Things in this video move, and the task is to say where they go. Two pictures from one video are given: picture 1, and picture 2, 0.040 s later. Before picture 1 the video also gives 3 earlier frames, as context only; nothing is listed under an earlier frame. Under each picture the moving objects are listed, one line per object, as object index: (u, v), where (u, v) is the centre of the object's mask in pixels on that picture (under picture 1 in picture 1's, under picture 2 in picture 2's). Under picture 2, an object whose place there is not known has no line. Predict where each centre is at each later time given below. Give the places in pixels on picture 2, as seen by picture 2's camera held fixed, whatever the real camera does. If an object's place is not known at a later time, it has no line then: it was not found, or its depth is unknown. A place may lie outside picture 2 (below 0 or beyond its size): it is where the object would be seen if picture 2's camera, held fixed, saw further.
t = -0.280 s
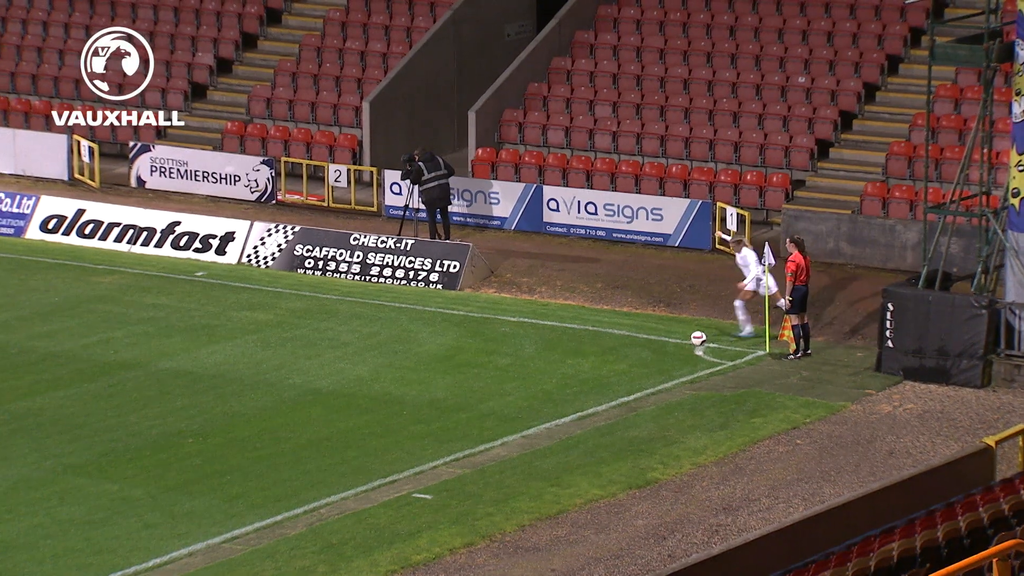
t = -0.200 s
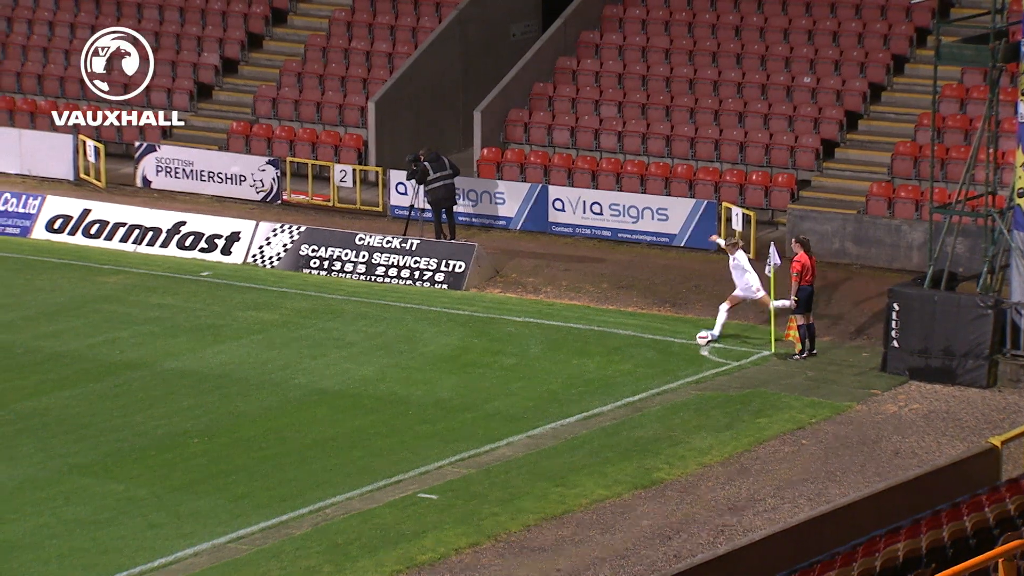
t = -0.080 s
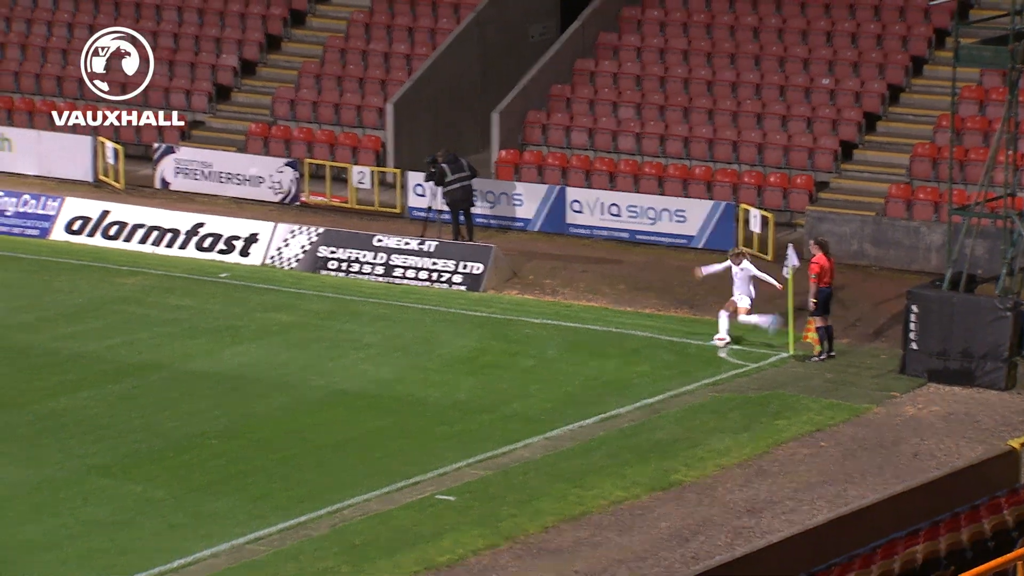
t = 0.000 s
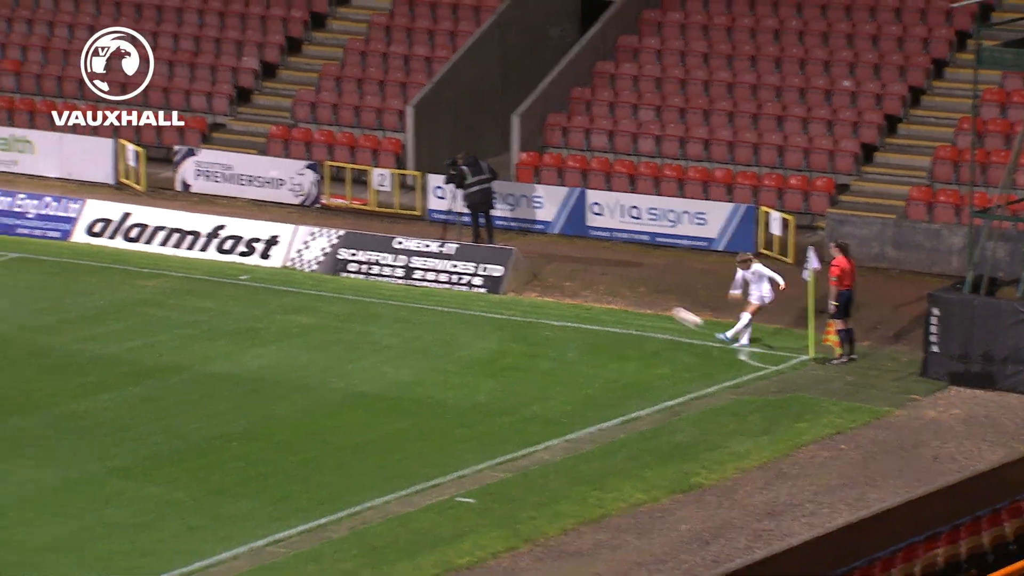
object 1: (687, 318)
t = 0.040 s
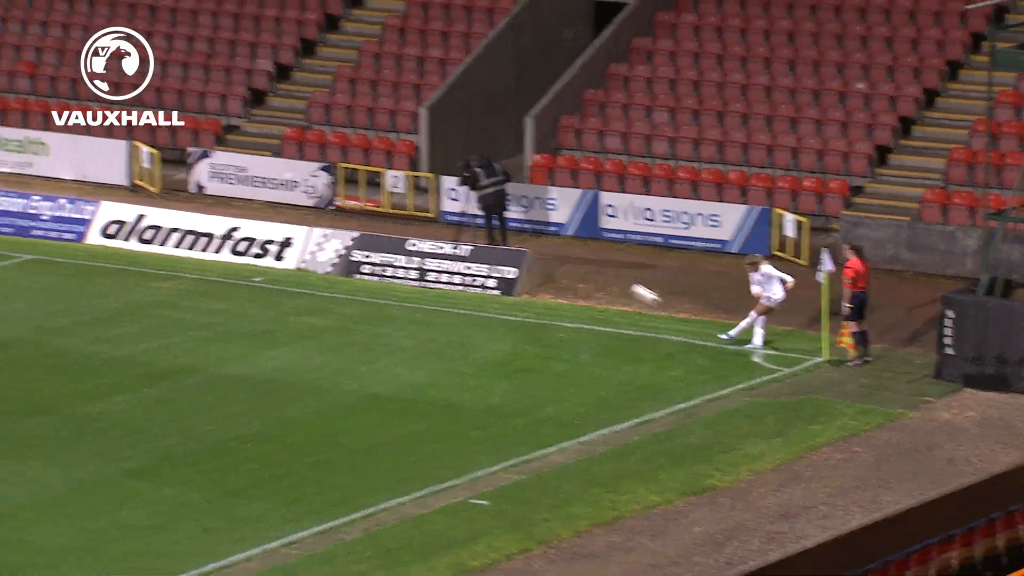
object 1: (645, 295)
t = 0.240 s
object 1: (390, 180)
